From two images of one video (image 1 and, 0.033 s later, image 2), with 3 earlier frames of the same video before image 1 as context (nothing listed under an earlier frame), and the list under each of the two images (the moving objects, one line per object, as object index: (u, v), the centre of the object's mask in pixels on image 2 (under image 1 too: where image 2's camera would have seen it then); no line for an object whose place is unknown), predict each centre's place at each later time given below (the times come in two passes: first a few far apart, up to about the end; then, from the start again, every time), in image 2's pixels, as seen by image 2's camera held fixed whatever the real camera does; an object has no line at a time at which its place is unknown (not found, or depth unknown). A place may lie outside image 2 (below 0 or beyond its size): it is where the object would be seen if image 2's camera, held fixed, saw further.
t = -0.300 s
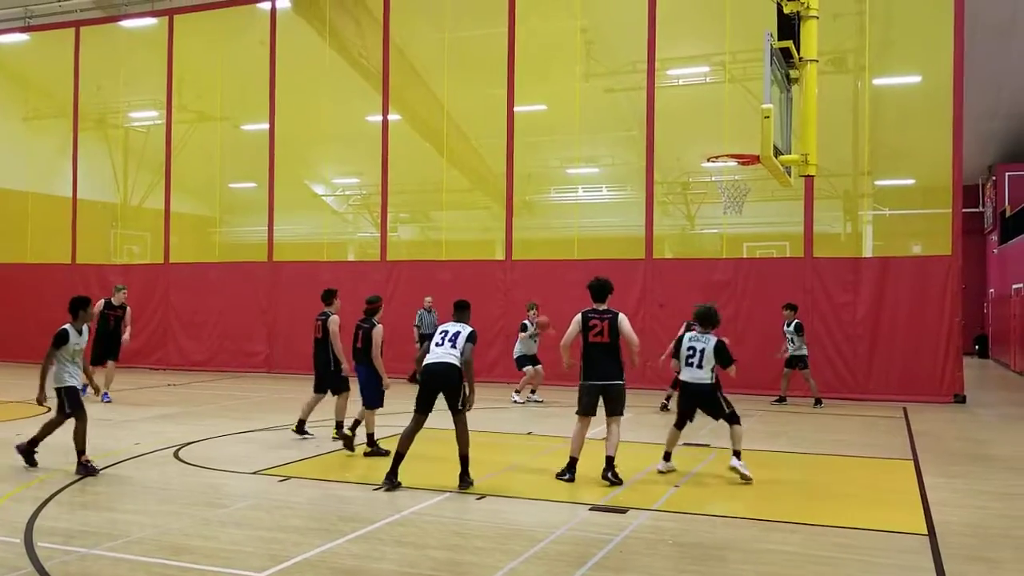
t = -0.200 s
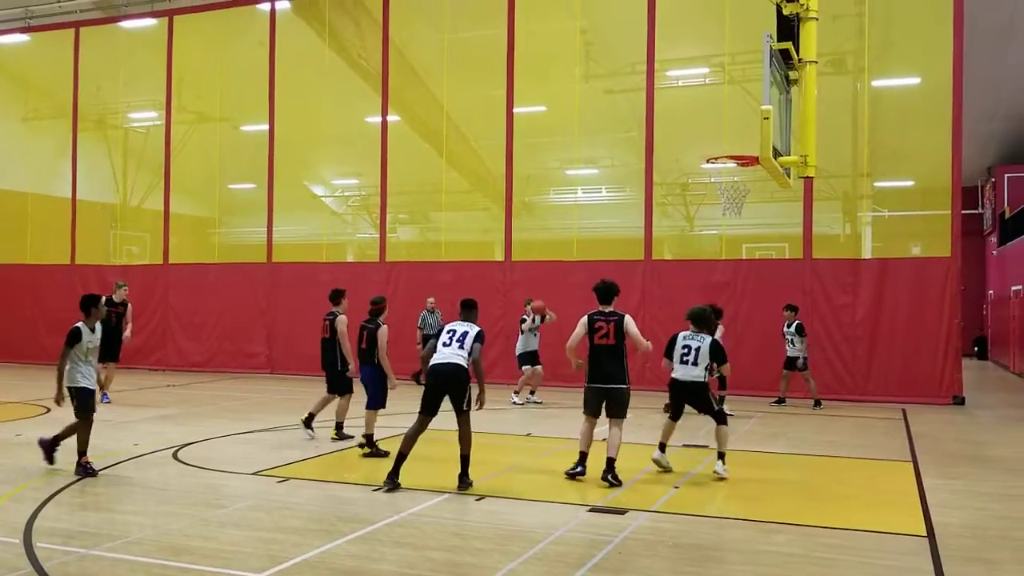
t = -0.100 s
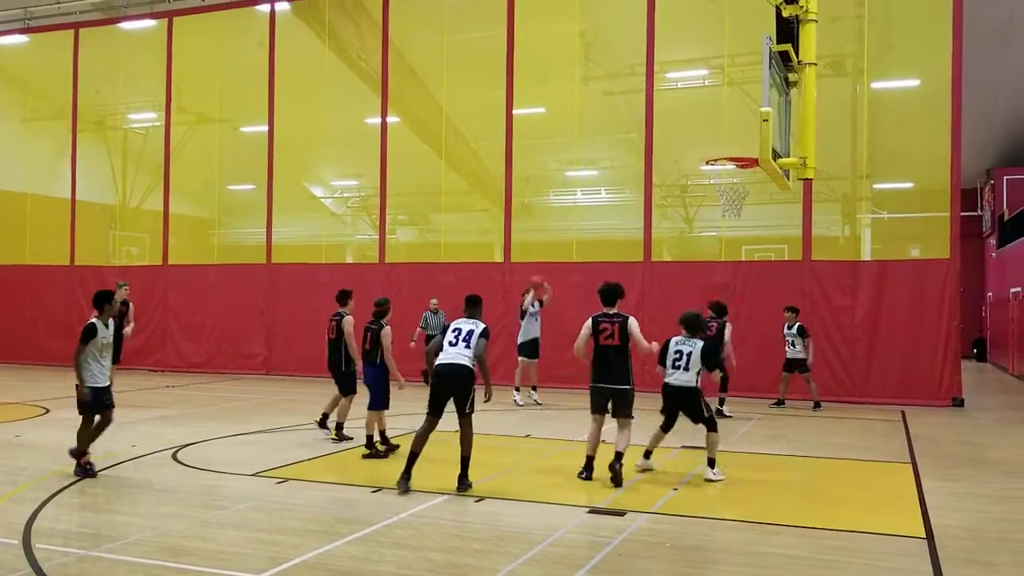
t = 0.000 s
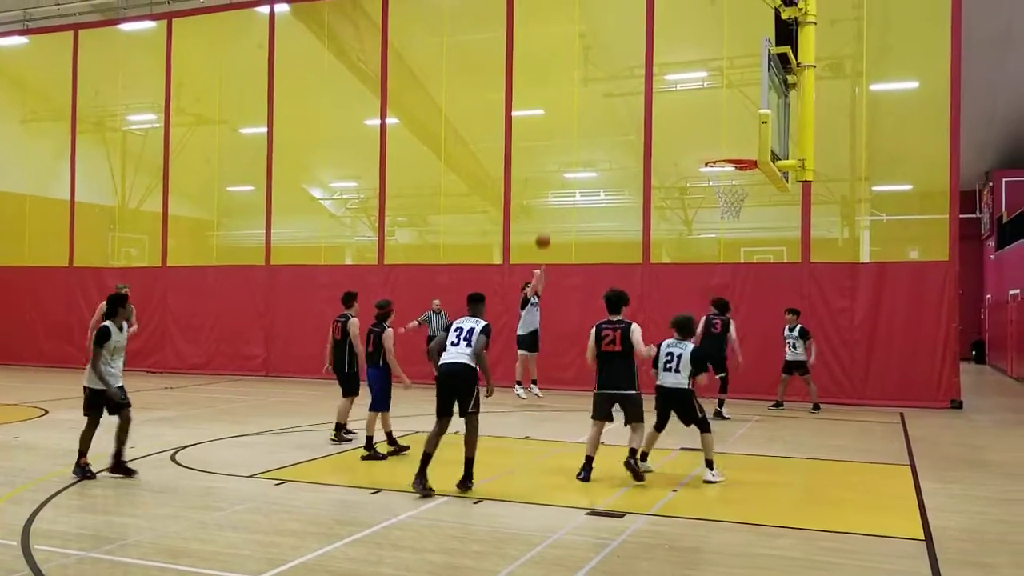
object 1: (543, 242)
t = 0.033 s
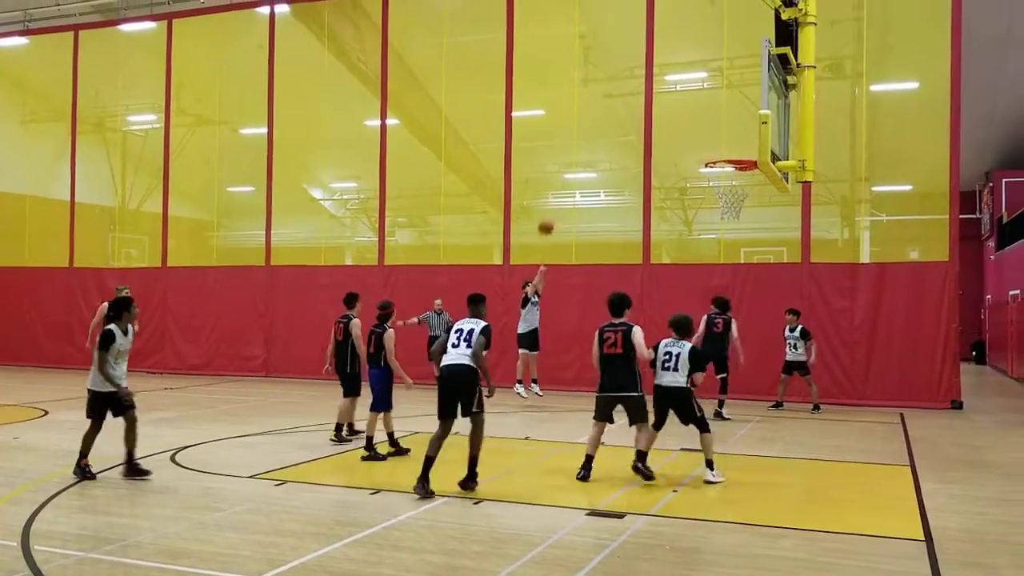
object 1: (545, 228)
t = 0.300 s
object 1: (573, 127)
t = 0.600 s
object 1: (609, 53)
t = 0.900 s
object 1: (655, 38)
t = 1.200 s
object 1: (711, 109)
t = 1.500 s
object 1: (721, 185)
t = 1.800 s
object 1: (730, 186)
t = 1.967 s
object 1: (733, 212)
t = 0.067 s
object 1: (549, 213)
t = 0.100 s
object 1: (552, 199)
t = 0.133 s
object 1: (555, 186)
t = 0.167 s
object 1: (559, 173)
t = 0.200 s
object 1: (562, 161)
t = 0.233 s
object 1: (565, 149)
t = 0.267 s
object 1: (569, 137)
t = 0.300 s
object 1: (573, 127)
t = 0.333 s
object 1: (576, 116)
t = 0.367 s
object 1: (580, 106)
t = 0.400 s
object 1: (584, 97)
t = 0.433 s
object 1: (588, 88)
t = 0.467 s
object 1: (592, 79)
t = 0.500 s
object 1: (596, 72)
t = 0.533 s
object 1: (600, 65)
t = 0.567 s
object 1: (605, 58)
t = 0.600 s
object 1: (609, 53)
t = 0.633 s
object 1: (614, 48)
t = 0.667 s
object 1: (619, 44)
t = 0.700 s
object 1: (623, 41)
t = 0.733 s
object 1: (628, 38)
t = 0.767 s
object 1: (633, 37)
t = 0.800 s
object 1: (638, 36)
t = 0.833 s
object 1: (644, 36)
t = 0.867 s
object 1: (649, 36)
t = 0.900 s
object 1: (655, 38)
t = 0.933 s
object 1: (661, 41)
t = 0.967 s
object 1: (666, 45)
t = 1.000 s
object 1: (672, 51)
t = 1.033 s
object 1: (678, 57)
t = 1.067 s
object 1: (685, 64)
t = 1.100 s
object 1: (691, 73)
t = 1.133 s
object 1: (698, 85)
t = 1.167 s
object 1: (704, 96)
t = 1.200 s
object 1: (711, 109)
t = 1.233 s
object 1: (718, 124)
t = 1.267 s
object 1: (726, 140)
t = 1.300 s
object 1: (734, 152)
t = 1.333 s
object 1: (731, 165)
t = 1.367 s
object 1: (728, 173)
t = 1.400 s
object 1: (726, 176)
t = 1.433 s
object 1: (723, 181)
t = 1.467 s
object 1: (721, 185)
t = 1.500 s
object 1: (721, 185)
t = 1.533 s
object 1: (721, 182)
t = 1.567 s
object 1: (721, 180)
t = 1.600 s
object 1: (722, 178)
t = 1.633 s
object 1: (723, 176)
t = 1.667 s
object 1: (724, 176)
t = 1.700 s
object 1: (726, 177)
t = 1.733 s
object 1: (728, 179)
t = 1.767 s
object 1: (729, 181)
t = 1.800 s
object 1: (730, 186)
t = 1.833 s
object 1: (731, 190)
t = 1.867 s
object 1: (732, 195)
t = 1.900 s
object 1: (733, 201)
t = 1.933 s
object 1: (733, 207)
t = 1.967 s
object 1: (733, 212)
